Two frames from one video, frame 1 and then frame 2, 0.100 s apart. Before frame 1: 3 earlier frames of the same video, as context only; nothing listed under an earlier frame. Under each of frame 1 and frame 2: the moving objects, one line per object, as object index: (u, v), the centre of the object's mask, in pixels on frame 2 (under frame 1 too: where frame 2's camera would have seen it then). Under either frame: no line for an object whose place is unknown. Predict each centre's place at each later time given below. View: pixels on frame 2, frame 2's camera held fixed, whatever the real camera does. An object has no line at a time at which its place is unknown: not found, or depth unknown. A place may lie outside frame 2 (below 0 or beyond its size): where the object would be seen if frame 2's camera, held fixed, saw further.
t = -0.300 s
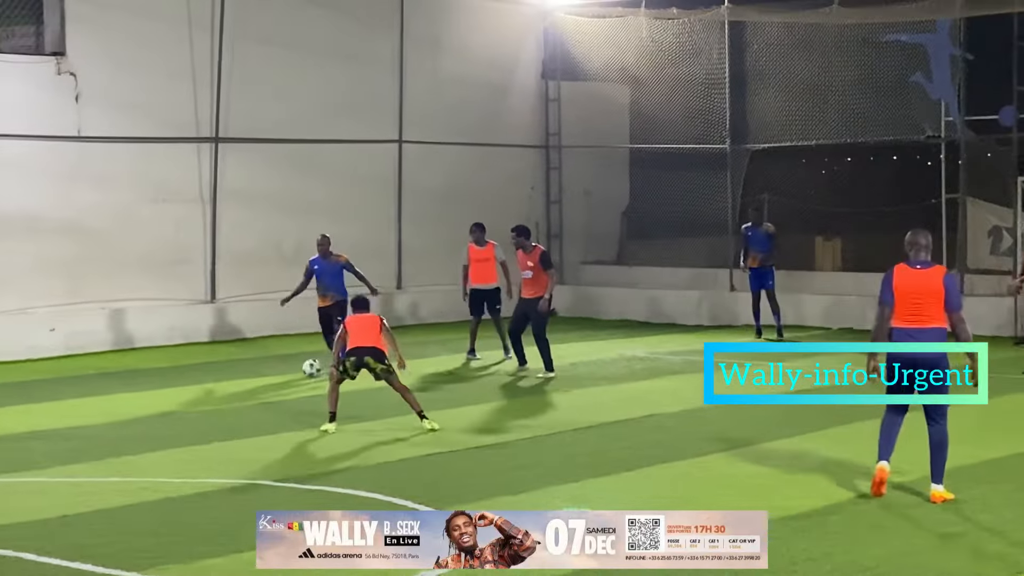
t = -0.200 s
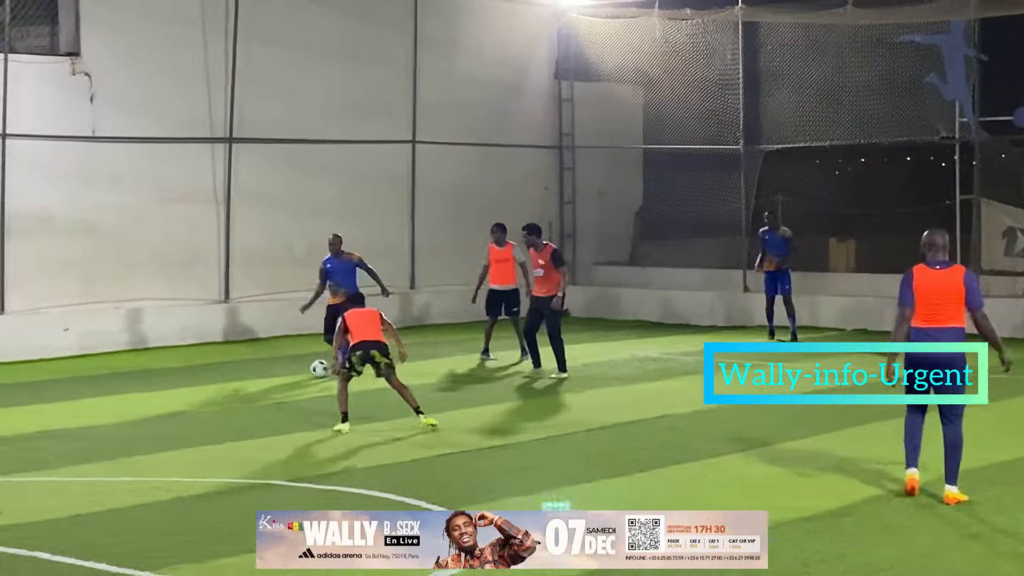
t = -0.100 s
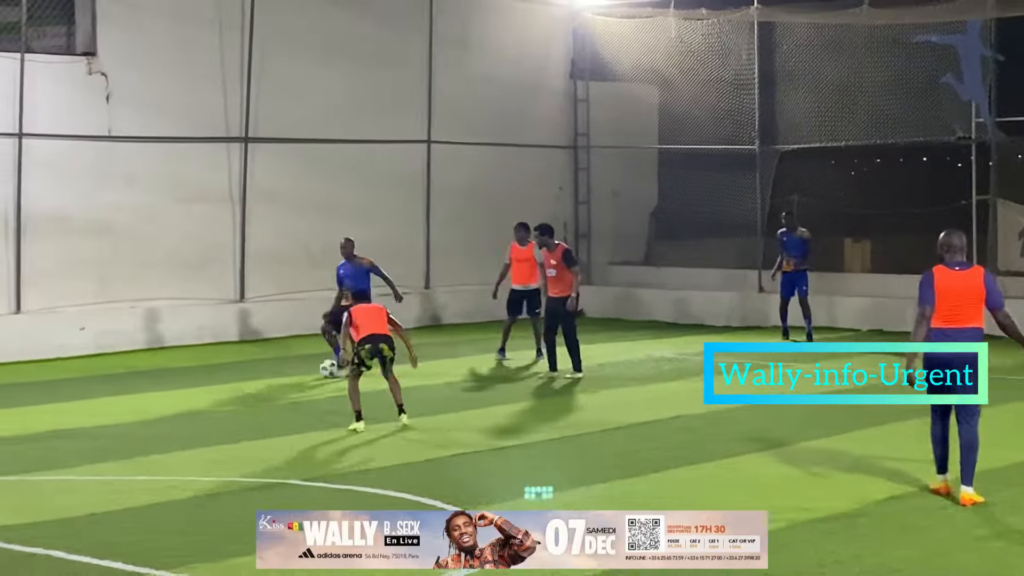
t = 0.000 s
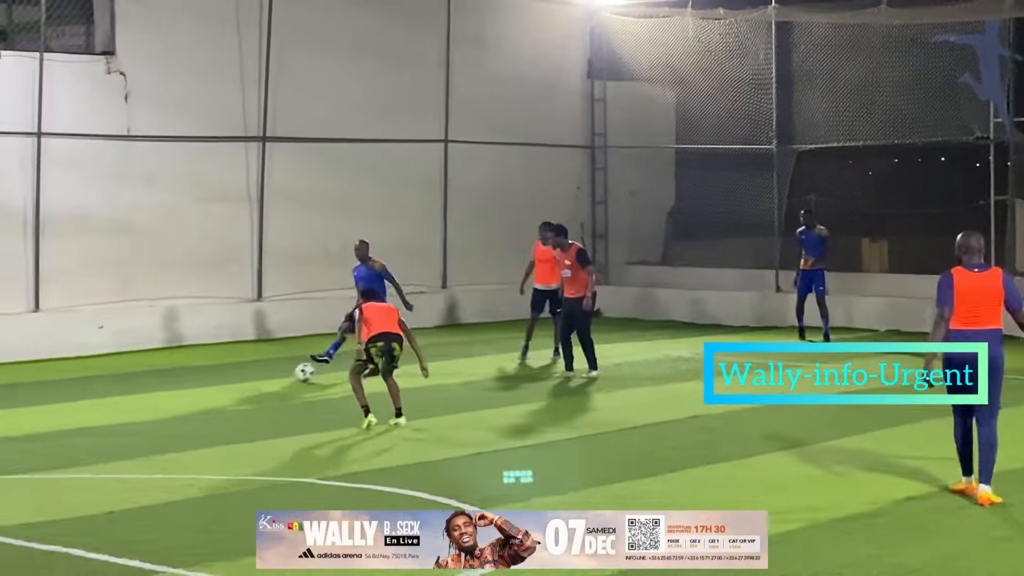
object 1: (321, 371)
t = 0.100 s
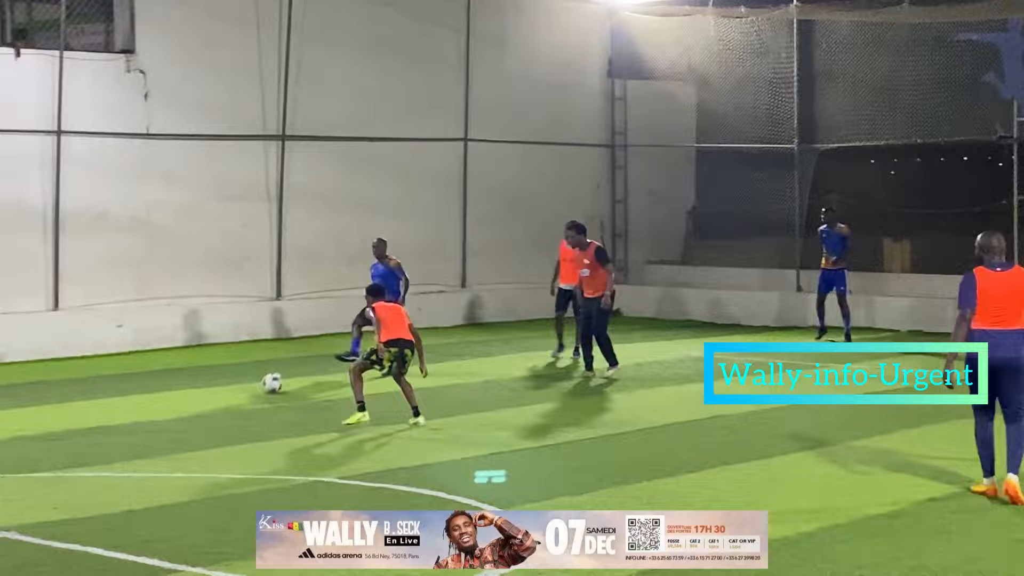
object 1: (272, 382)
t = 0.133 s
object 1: (256, 385)
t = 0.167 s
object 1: (239, 388)
